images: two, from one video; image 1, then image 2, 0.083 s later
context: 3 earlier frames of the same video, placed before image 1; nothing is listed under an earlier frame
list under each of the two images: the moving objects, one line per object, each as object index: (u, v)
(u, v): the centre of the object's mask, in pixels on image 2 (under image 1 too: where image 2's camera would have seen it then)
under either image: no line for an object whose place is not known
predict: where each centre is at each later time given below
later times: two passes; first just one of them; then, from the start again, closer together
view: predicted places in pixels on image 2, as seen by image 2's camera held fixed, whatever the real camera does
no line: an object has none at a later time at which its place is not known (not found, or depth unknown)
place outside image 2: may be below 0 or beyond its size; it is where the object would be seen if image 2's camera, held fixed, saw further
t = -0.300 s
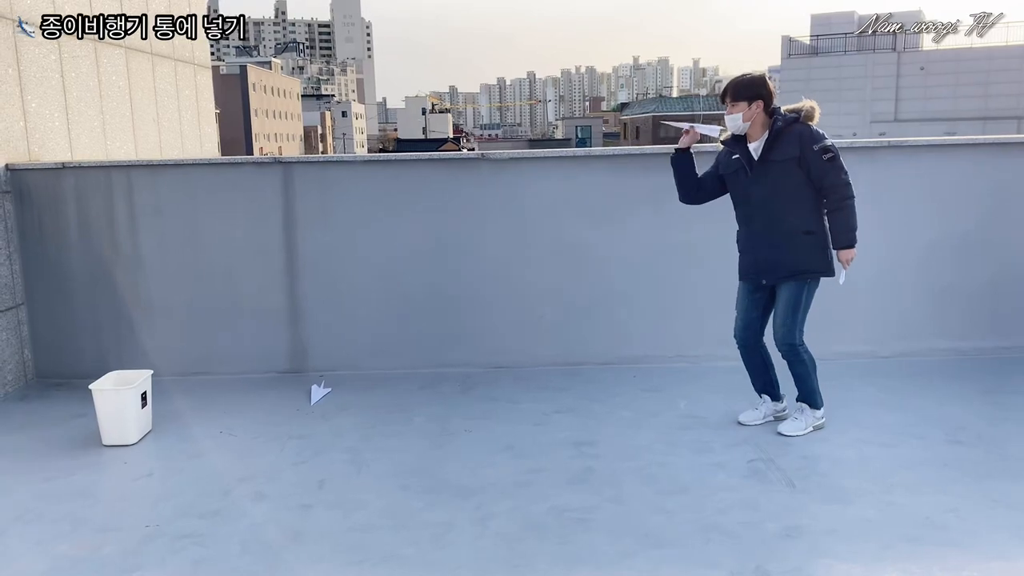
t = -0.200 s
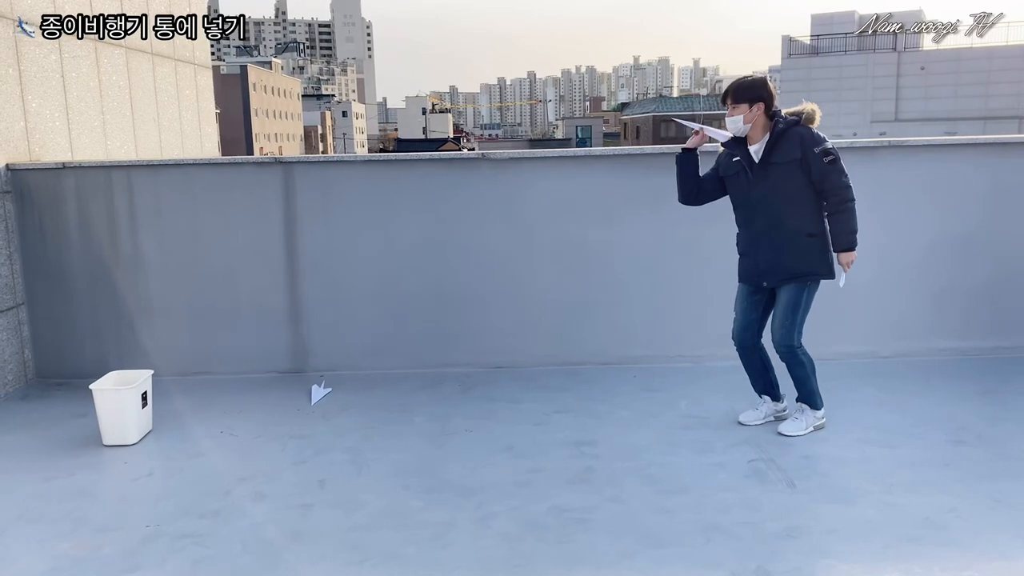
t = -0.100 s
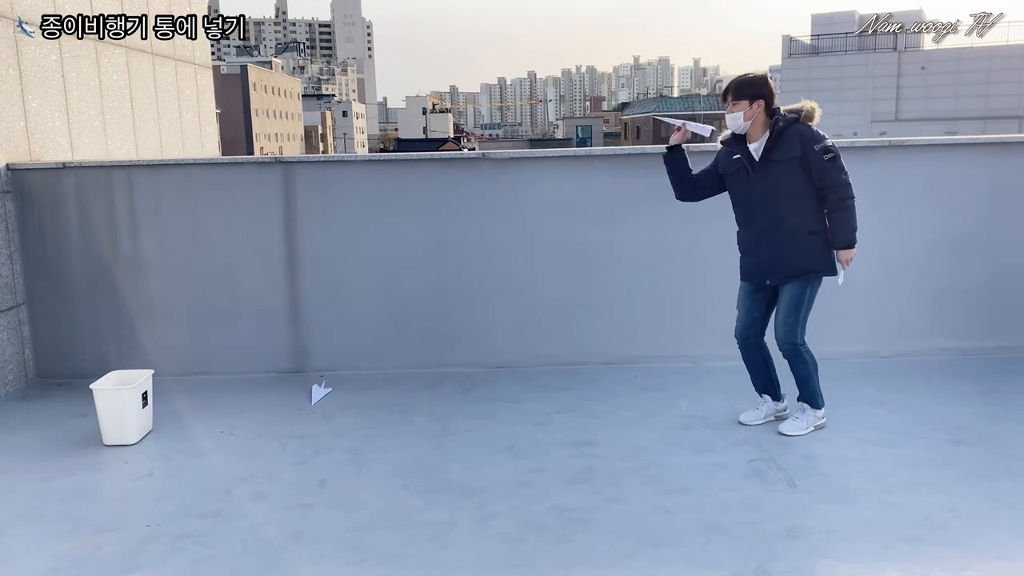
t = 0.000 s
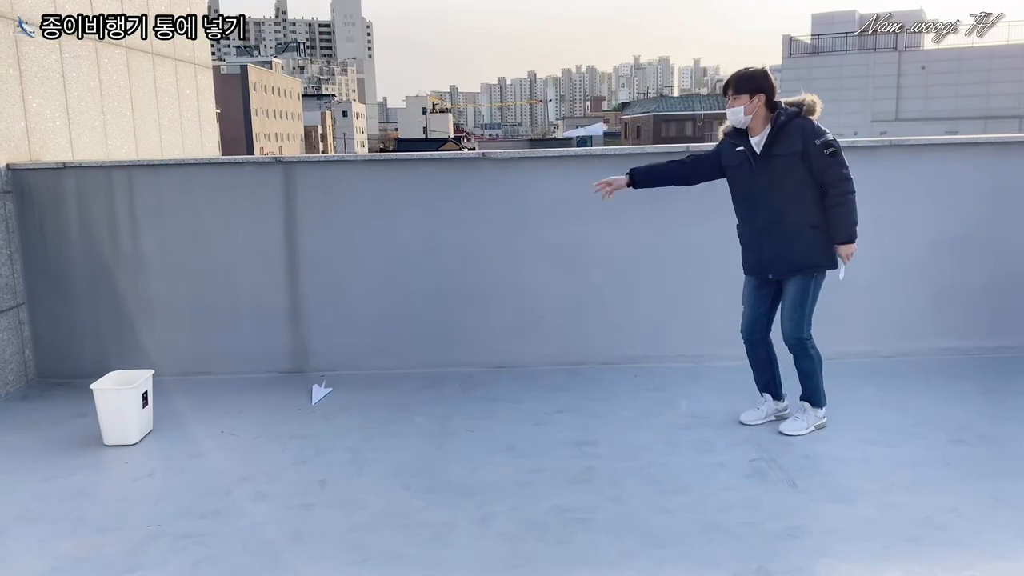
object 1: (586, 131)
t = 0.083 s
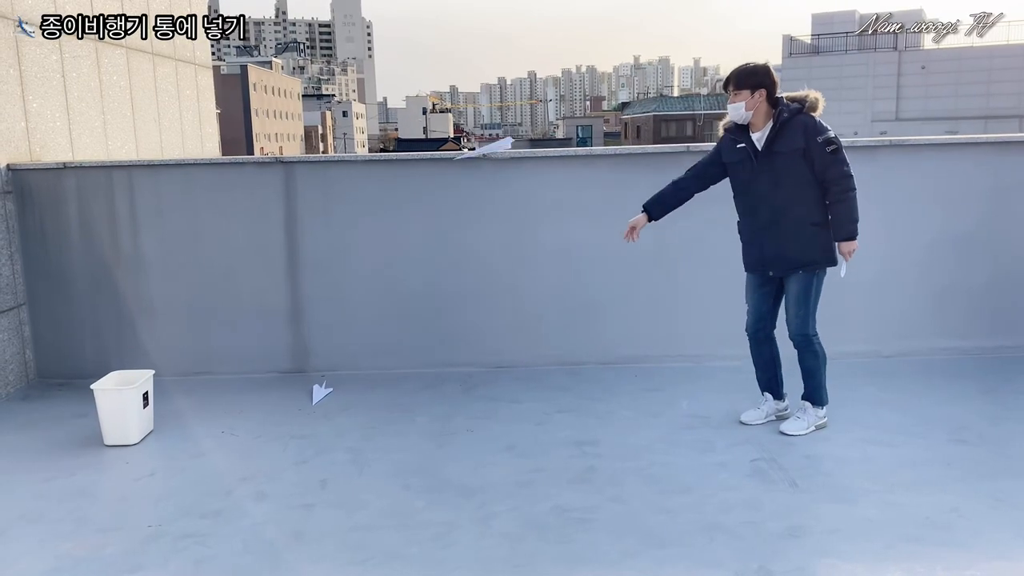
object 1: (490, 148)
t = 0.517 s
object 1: (33, 431)
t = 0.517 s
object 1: (33, 431)
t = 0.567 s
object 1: (11, 450)
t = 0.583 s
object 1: (5, 449)
